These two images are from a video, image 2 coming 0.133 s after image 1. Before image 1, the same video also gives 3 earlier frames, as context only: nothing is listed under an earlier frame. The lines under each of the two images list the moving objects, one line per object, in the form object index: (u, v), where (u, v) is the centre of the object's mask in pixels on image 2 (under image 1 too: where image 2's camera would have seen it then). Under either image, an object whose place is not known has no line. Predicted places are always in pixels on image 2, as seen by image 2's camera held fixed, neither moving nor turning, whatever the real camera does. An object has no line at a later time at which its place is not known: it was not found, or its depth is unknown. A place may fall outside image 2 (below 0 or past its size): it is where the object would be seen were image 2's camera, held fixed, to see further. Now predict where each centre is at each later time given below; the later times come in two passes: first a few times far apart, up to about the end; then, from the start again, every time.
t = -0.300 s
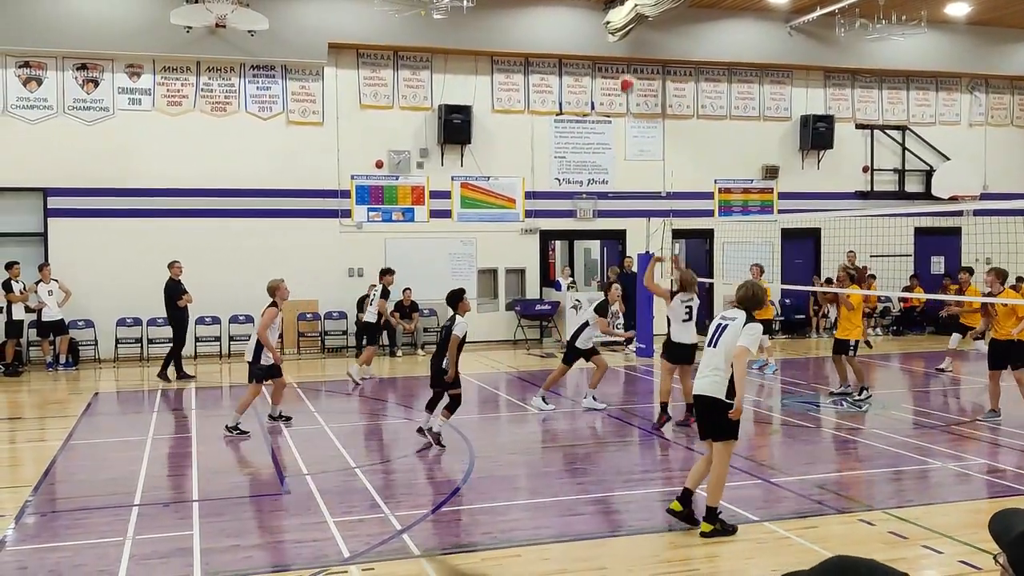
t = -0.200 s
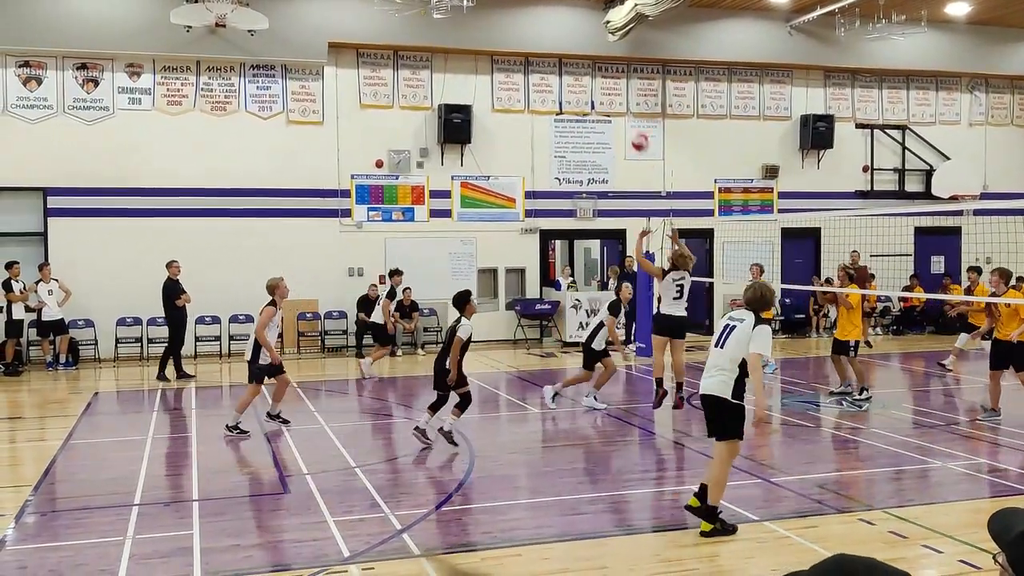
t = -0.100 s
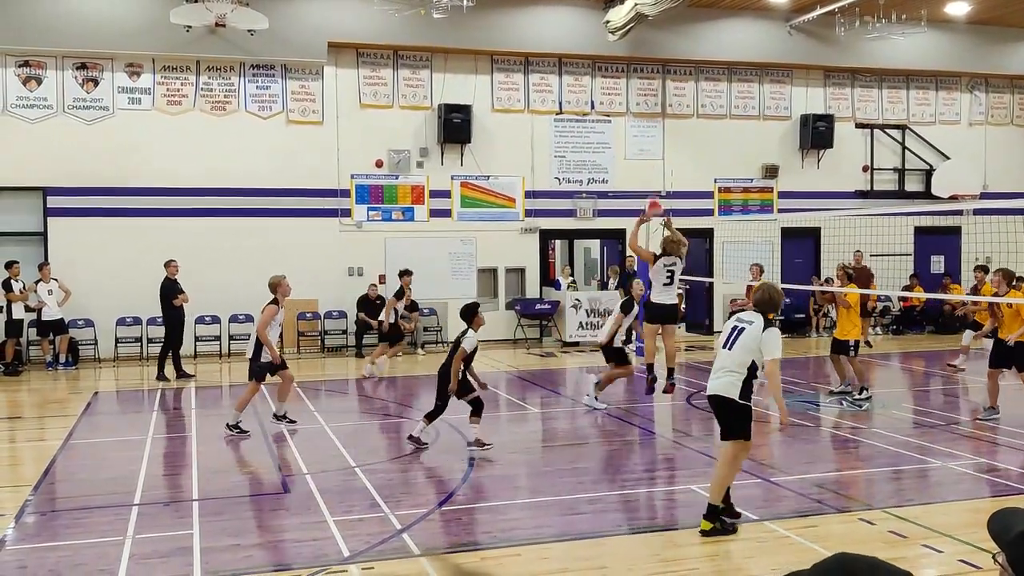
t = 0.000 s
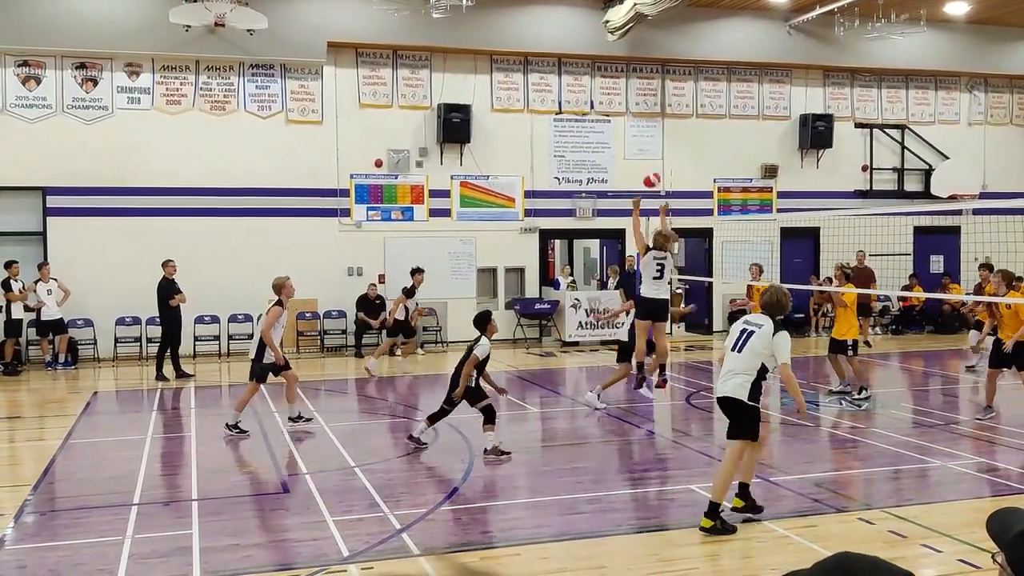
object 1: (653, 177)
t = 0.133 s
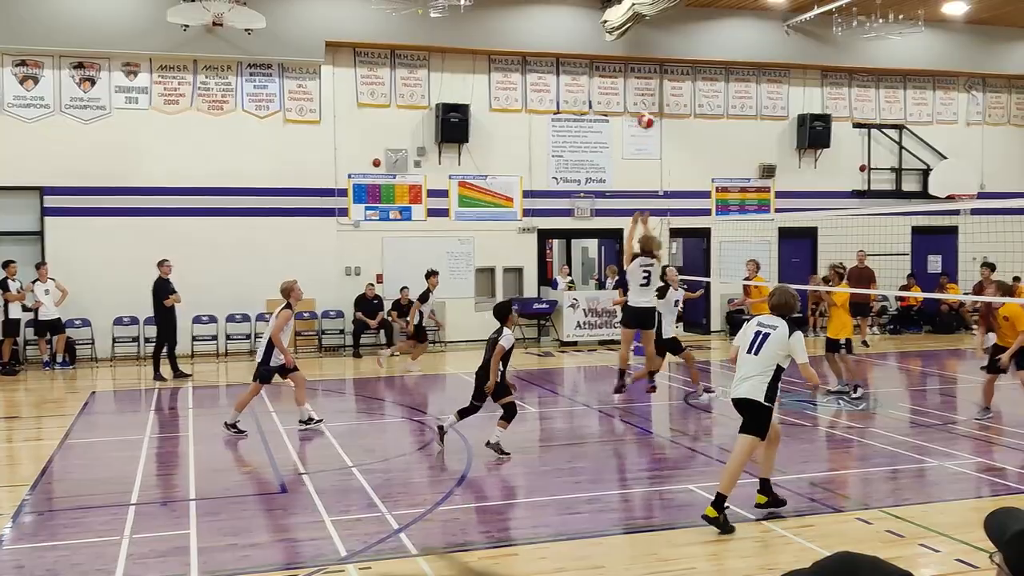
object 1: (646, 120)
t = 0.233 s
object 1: (644, 86)
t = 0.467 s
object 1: (638, 48)
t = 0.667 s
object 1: (634, 51)
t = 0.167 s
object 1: (645, 107)
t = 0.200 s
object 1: (644, 96)
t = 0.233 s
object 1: (644, 86)
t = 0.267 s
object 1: (643, 78)
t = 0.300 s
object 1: (641, 70)
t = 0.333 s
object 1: (640, 64)
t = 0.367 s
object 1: (640, 59)
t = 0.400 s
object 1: (639, 54)
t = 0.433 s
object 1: (638, 51)
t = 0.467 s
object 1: (638, 48)
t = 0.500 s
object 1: (637, 47)
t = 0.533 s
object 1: (637, 46)
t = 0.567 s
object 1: (636, 47)
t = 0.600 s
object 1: (635, 47)
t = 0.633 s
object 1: (634, 49)
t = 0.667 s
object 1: (634, 51)
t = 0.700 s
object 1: (633, 54)
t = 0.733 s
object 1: (632, 58)
